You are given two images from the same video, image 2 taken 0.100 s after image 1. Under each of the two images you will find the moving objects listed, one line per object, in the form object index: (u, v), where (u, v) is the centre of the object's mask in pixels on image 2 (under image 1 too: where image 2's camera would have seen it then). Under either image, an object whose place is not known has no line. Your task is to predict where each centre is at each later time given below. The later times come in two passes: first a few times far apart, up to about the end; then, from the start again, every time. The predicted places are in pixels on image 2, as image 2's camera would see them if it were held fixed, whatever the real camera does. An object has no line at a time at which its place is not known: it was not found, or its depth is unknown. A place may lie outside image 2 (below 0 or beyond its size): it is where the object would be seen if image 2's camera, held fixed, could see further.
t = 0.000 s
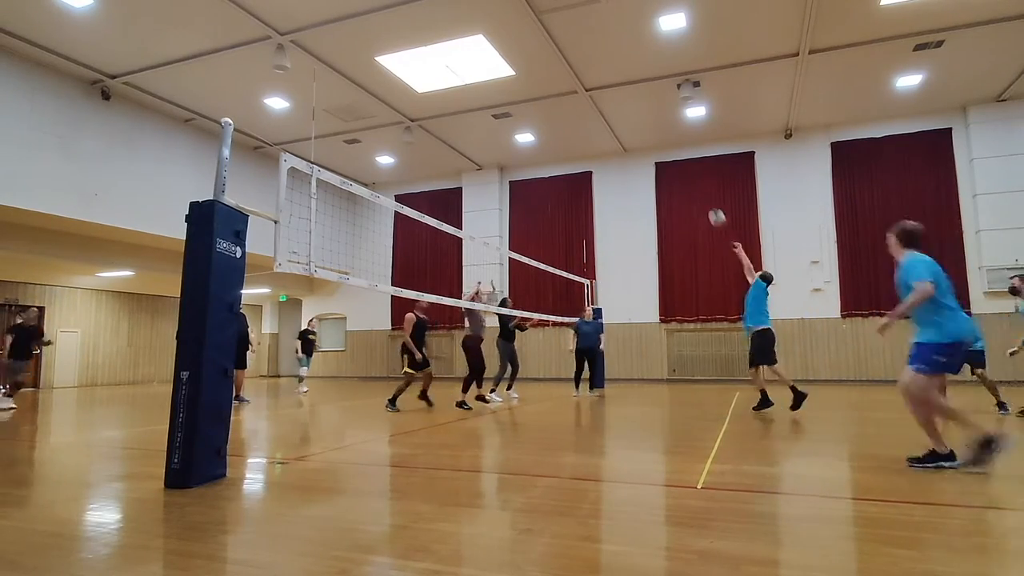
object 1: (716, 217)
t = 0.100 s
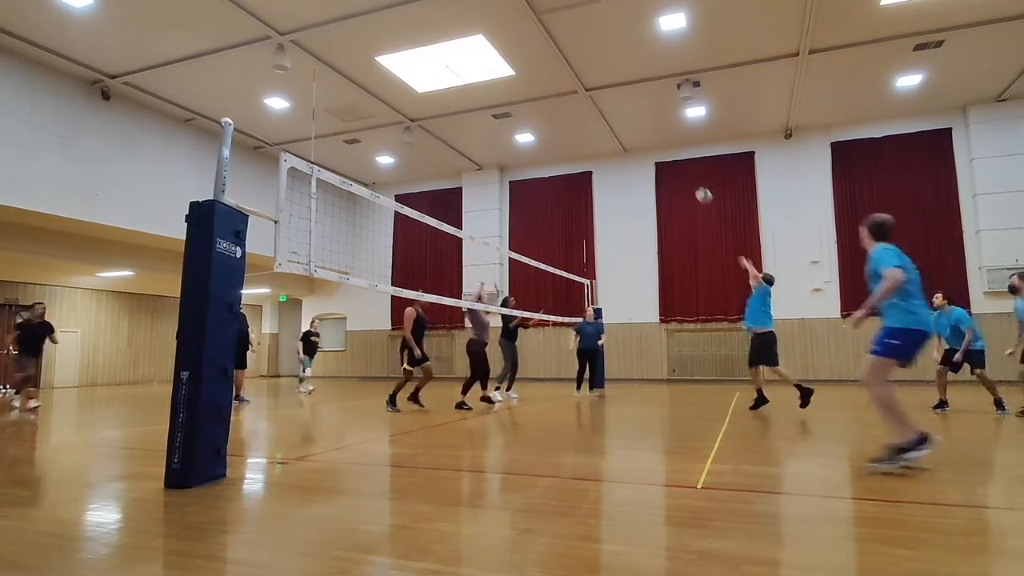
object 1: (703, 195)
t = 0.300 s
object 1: (679, 173)
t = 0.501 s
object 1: (659, 175)
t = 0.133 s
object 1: (699, 190)
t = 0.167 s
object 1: (695, 185)
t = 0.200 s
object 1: (691, 181)
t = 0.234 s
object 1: (687, 177)
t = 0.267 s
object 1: (683, 175)
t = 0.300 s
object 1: (679, 173)
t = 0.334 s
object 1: (675, 172)
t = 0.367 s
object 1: (672, 172)
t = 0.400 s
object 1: (668, 172)
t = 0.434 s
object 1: (665, 172)
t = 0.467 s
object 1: (662, 174)
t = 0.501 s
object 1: (659, 175)
